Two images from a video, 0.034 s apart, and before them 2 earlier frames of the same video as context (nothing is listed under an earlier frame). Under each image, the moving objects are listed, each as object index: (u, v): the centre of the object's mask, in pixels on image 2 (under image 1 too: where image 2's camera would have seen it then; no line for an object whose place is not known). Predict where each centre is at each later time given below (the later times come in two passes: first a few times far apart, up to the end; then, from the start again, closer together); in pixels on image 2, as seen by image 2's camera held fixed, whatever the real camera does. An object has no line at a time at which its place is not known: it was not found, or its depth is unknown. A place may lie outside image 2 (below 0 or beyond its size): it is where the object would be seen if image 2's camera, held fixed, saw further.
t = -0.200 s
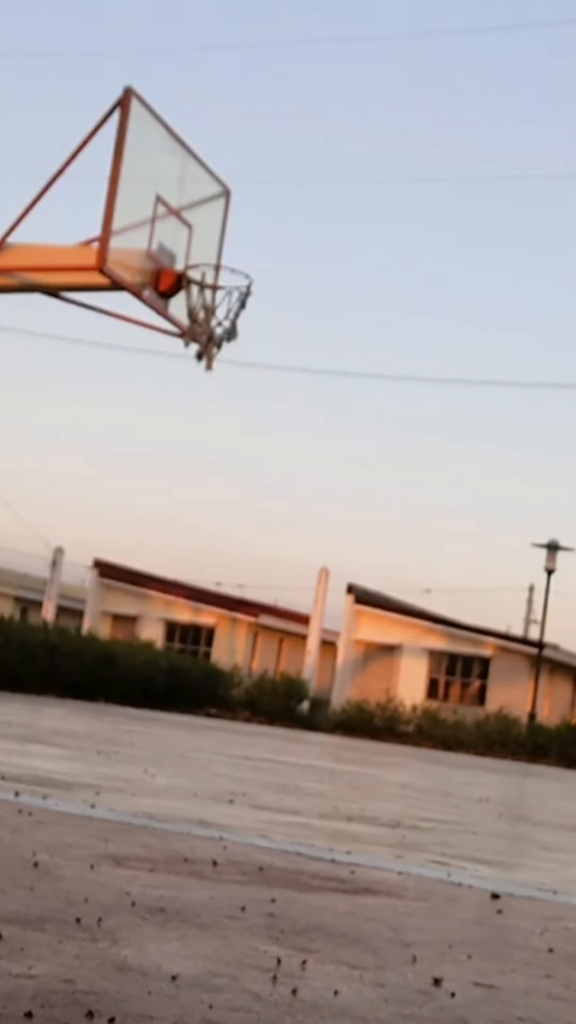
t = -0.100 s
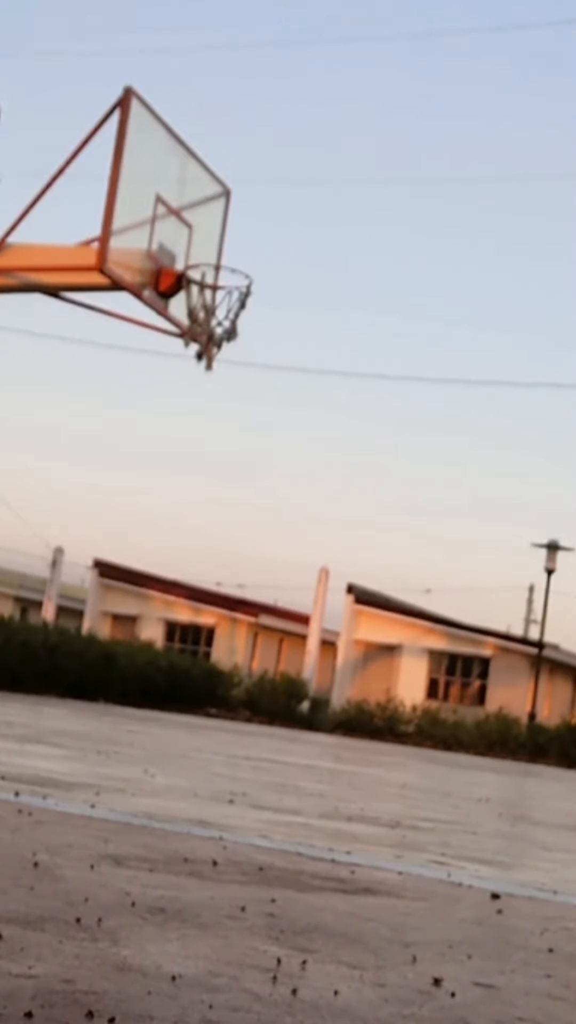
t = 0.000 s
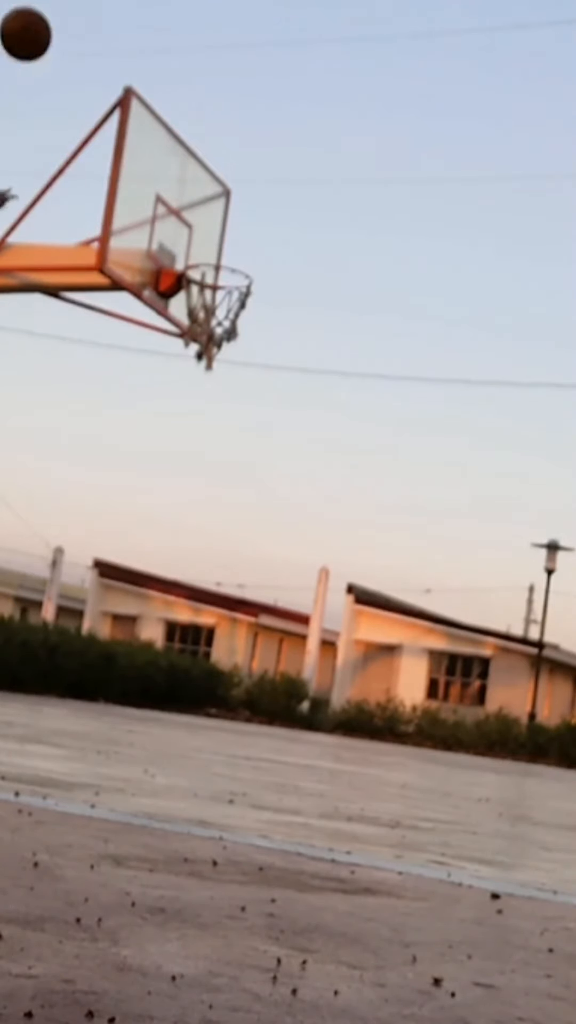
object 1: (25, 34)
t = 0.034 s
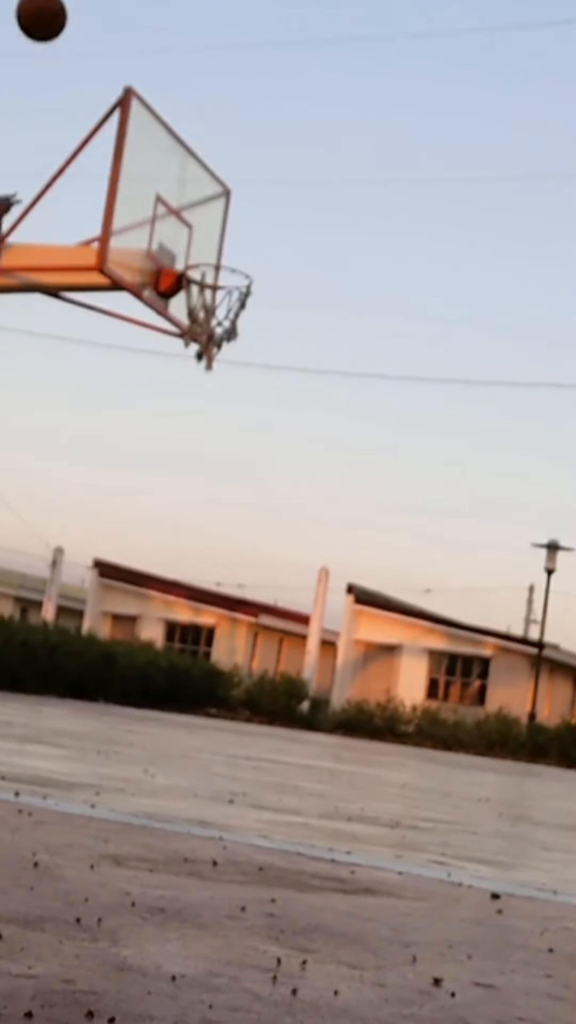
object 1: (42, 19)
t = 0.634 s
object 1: (207, 48)
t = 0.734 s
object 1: (220, 104)
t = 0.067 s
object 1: (57, 11)
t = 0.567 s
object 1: (197, 19)
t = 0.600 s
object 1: (202, 33)
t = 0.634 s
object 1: (207, 48)
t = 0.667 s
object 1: (212, 65)
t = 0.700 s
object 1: (216, 84)
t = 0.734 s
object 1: (220, 104)
